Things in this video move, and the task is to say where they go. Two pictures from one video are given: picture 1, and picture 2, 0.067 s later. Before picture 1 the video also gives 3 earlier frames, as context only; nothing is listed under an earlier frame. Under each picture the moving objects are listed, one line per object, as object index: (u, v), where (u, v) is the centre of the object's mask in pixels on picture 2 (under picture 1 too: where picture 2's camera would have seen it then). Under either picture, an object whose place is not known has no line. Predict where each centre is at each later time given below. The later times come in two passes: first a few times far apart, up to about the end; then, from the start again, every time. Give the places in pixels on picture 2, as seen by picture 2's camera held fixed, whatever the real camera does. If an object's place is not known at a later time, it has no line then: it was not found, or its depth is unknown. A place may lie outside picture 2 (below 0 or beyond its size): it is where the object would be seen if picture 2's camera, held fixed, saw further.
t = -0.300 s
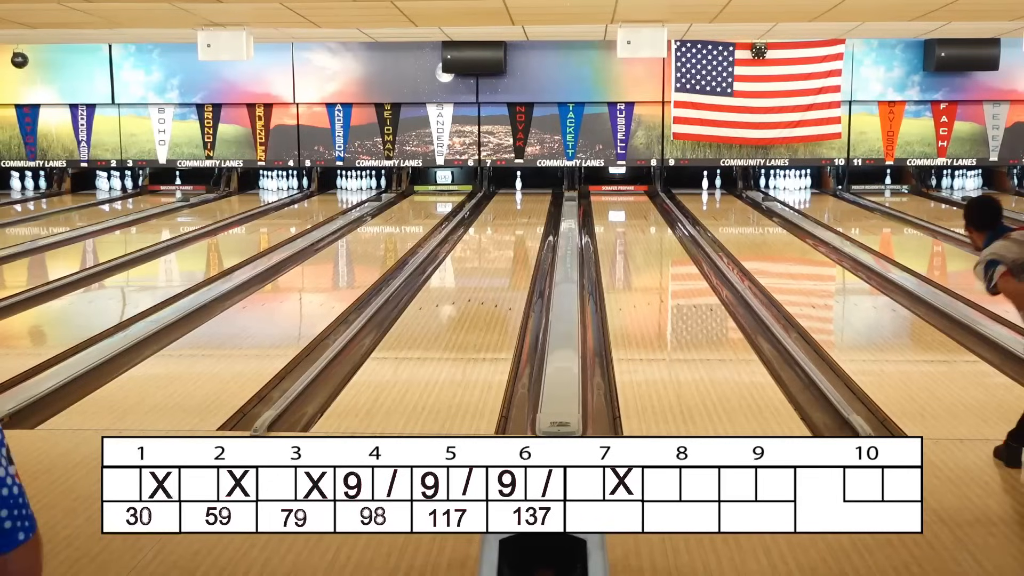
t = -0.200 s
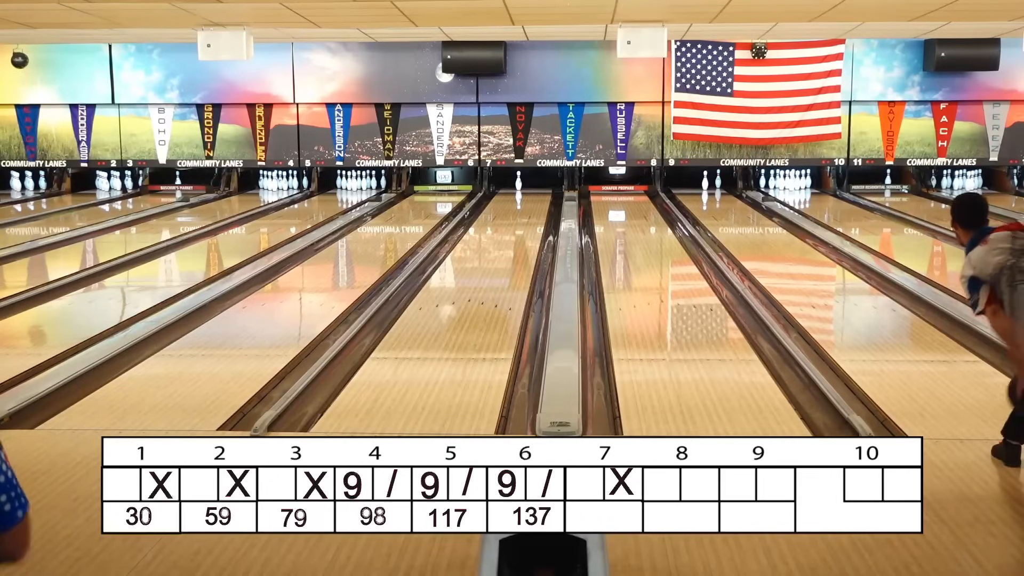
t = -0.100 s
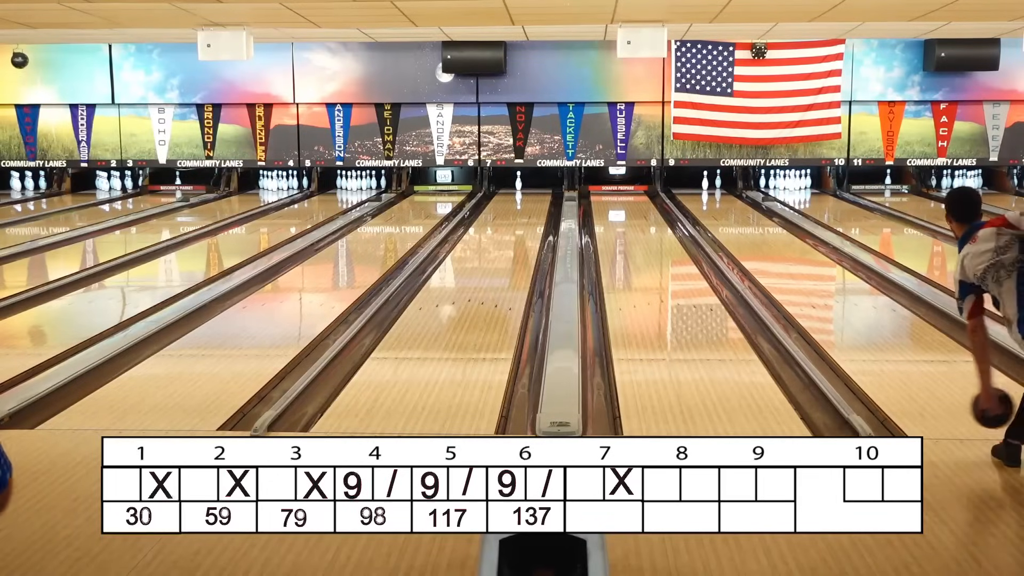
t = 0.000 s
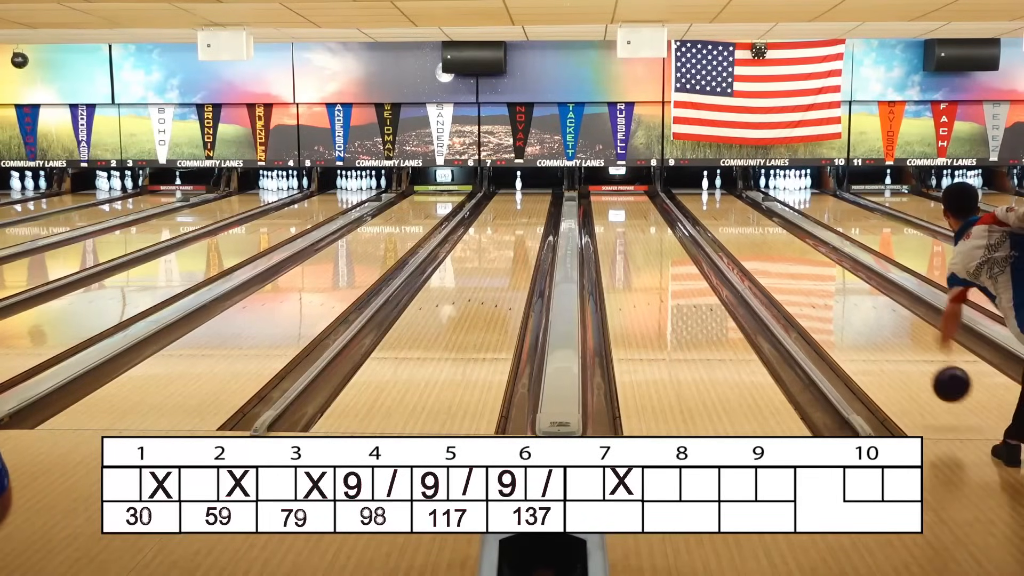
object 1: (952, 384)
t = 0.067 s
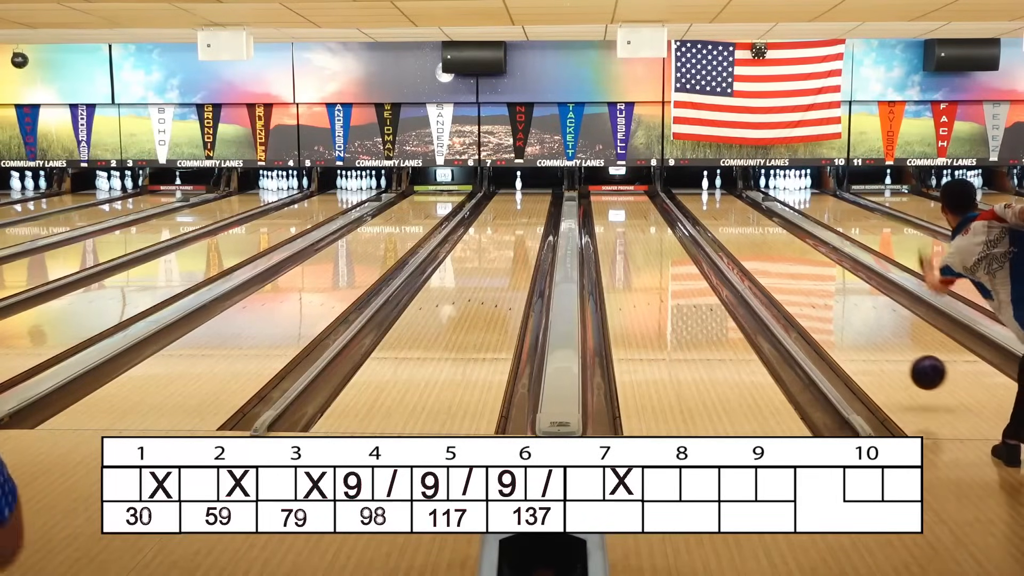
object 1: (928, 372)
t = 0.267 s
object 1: (872, 348)
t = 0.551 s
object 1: (817, 304)
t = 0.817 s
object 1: (781, 275)
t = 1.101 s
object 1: (754, 252)
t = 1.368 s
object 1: (734, 235)
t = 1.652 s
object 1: (719, 221)
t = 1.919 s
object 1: (710, 211)
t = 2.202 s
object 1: (704, 202)
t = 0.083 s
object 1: (922, 371)
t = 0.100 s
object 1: (917, 369)
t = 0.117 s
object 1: (912, 369)
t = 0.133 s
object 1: (907, 368)
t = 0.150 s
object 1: (902, 369)
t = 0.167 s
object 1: (897, 369)
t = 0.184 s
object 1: (893, 365)
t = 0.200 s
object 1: (888, 360)
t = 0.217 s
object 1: (884, 357)
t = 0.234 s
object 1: (880, 354)
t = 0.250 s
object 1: (876, 351)
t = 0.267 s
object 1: (872, 348)
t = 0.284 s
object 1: (868, 345)
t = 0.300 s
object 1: (864, 342)
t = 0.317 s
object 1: (860, 339)
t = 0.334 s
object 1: (857, 336)
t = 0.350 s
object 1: (853, 333)
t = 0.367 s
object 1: (850, 331)
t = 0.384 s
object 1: (847, 328)
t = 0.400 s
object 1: (843, 325)
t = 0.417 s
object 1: (840, 322)
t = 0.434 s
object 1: (837, 320)
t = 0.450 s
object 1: (834, 317)
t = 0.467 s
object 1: (831, 315)
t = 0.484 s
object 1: (828, 312)
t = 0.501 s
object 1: (825, 310)
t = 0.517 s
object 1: (823, 308)
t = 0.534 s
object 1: (820, 306)
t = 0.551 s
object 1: (817, 304)
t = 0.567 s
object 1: (815, 301)
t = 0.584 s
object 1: (812, 300)
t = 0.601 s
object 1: (810, 297)
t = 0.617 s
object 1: (807, 296)
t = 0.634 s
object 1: (805, 294)
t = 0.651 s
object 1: (802, 292)
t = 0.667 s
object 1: (800, 290)
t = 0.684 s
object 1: (798, 288)
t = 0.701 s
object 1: (796, 286)
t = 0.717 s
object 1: (793, 285)
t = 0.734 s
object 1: (791, 283)
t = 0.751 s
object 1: (789, 281)
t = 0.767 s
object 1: (787, 279)
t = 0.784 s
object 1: (785, 278)
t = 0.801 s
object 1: (783, 276)
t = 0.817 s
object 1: (781, 275)
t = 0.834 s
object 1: (779, 273)
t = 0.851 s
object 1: (777, 272)
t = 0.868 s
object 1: (775, 270)
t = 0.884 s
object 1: (774, 269)
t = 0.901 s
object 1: (772, 267)
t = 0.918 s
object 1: (770, 266)
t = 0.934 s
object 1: (769, 264)
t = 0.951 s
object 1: (767, 263)
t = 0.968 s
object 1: (765, 262)
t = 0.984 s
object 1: (764, 260)
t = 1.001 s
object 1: (762, 259)
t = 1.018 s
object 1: (761, 258)
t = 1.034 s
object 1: (759, 257)
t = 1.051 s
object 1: (758, 255)
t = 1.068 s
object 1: (756, 254)
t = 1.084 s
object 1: (755, 253)
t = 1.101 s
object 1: (754, 252)
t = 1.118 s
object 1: (752, 251)
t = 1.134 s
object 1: (751, 250)
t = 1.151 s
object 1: (750, 248)
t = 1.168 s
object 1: (748, 247)
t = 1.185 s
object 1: (747, 246)
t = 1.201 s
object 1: (746, 245)
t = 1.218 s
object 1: (744, 244)
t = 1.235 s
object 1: (743, 243)
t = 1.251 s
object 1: (742, 242)
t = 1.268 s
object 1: (741, 241)
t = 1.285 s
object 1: (740, 240)
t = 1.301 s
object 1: (739, 239)
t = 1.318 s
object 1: (737, 238)
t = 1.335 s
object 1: (736, 237)
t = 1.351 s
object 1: (735, 236)
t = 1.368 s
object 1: (734, 235)
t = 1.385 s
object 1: (733, 234)
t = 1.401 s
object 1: (732, 233)
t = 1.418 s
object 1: (731, 233)
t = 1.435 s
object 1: (730, 232)
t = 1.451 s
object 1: (729, 231)
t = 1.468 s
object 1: (728, 230)
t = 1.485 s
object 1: (728, 229)
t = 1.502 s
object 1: (727, 228)
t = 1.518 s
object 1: (726, 227)
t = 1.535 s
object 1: (725, 227)
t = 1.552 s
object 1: (724, 226)
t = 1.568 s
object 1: (723, 225)
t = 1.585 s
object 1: (722, 224)
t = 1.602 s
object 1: (722, 223)
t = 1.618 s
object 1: (721, 223)
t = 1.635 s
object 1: (720, 222)
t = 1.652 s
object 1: (719, 221)
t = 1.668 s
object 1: (718, 220)
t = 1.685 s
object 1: (718, 220)
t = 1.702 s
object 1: (717, 219)
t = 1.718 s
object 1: (717, 218)
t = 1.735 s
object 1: (716, 218)
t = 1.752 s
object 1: (715, 217)
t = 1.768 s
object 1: (715, 216)
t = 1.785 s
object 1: (714, 216)
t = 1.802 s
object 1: (714, 215)
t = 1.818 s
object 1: (713, 214)
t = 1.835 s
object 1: (712, 214)
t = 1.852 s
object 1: (712, 213)
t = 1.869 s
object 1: (711, 212)
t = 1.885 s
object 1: (711, 212)
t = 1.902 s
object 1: (710, 211)
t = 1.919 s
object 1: (710, 211)
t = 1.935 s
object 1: (709, 210)
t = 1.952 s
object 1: (709, 209)
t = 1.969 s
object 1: (709, 209)
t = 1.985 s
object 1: (708, 208)
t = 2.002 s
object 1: (708, 208)
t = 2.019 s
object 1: (707, 207)
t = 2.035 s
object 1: (707, 207)
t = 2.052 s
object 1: (707, 206)
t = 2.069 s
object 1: (706, 206)
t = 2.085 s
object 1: (706, 205)
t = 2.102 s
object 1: (706, 204)
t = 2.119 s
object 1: (706, 204)
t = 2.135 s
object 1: (705, 203)
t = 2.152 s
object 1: (705, 203)
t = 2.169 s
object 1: (705, 202)
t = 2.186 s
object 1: (705, 202)
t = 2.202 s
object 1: (704, 202)
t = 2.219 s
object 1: (704, 201)
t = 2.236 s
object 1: (704, 200)
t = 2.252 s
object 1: (704, 200)
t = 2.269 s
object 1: (704, 200)
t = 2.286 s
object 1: (704, 199)
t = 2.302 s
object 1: (704, 199)
